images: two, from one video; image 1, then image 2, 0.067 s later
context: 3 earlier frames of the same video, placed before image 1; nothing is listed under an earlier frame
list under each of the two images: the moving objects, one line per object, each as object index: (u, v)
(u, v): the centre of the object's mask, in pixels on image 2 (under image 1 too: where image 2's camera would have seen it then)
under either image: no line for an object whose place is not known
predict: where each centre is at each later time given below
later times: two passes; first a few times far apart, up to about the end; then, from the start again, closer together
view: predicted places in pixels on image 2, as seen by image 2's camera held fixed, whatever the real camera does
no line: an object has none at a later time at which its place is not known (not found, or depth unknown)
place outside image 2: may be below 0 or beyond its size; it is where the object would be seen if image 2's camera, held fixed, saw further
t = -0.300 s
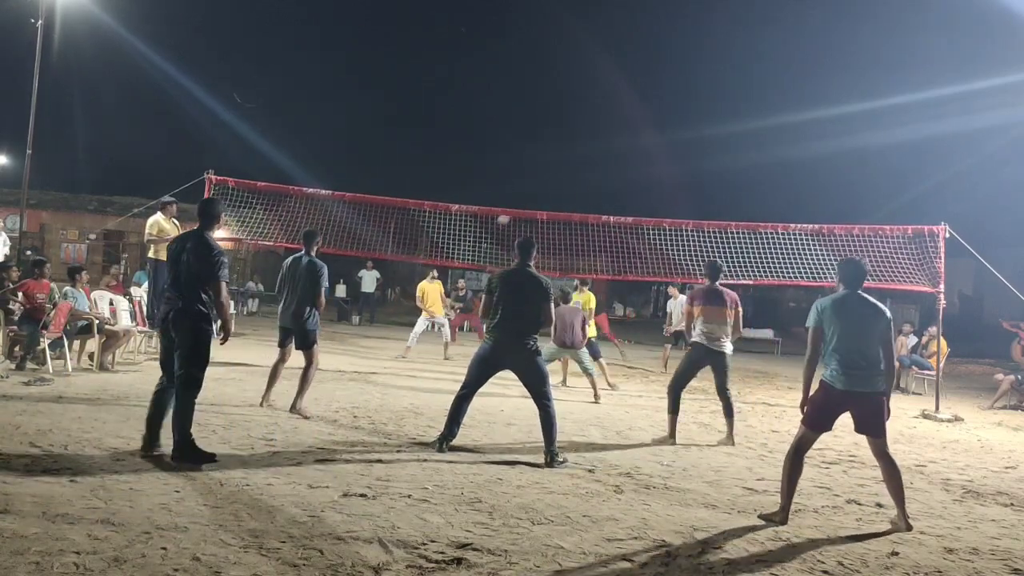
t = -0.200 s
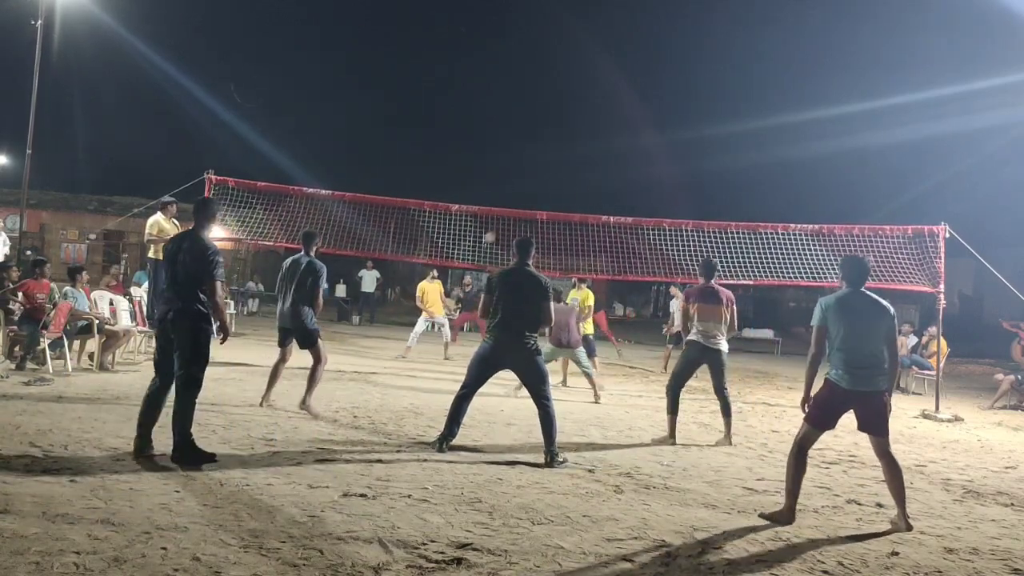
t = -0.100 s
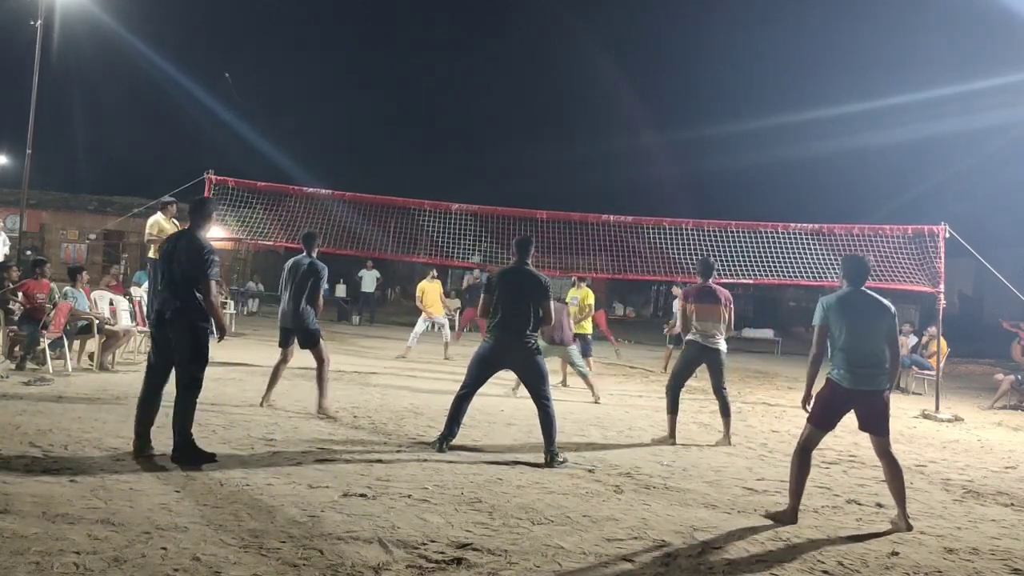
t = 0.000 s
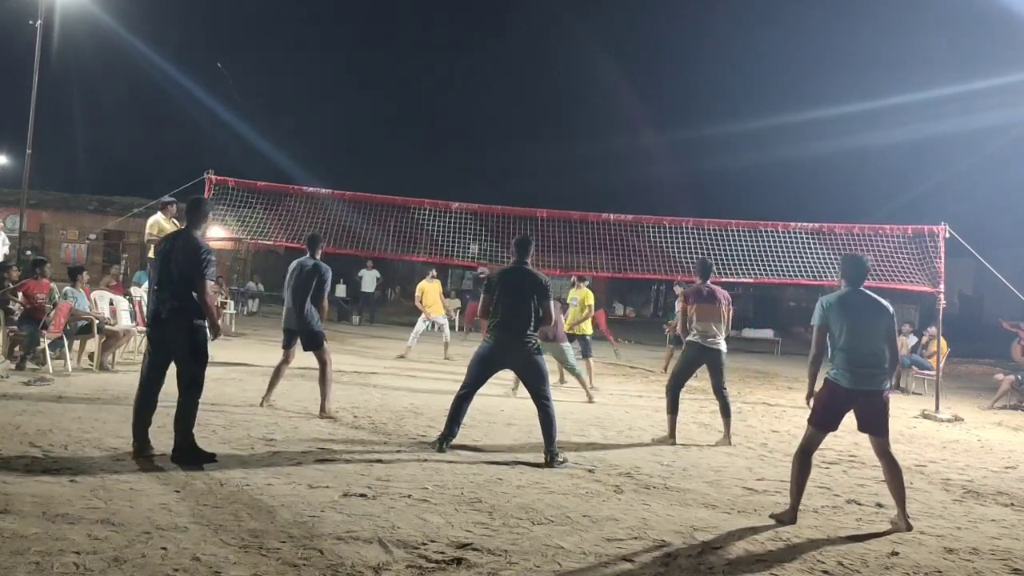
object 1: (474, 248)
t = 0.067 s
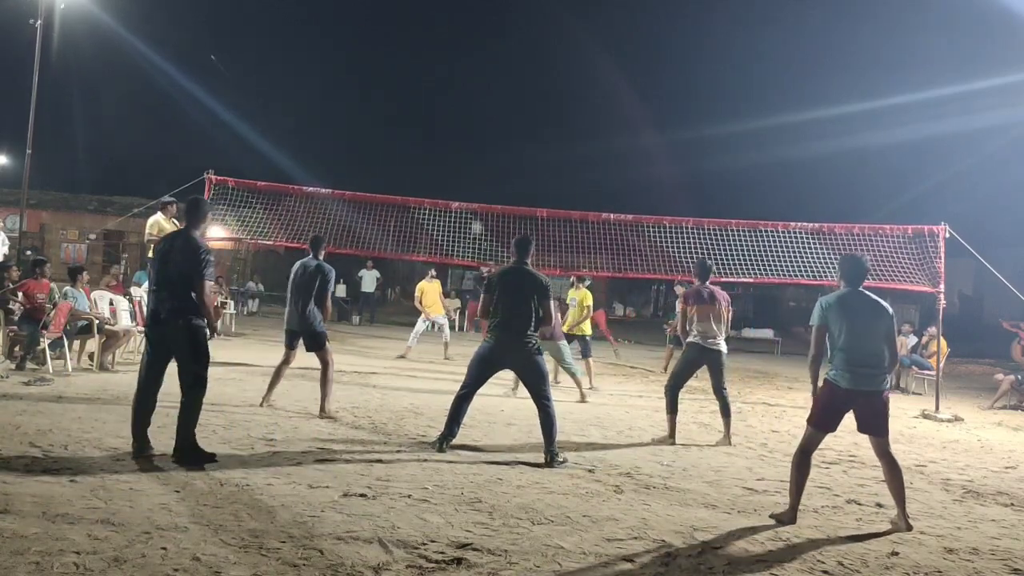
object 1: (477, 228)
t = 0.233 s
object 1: (484, 180)
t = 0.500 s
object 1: (493, 124)
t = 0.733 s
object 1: (495, 105)
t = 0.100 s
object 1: (478, 218)
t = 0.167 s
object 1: (481, 198)
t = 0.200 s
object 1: (483, 189)
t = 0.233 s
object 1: (484, 180)
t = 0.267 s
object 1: (485, 171)
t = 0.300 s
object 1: (487, 163)
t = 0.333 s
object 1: (488, 156)
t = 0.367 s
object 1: (489, 148)
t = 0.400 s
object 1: (490, 141)
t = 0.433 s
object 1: (491, 135)
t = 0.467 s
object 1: (492, 129)
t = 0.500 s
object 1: (493, 124)
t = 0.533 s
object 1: (494, 118)
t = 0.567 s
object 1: (494, 114)
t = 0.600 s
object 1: (494, 111)
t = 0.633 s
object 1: (494, 108)
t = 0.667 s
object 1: (495, 106)
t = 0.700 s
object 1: (495, 105)
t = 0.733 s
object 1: (495, 105)
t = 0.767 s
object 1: (494, 106)
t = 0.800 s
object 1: (494, 109)
